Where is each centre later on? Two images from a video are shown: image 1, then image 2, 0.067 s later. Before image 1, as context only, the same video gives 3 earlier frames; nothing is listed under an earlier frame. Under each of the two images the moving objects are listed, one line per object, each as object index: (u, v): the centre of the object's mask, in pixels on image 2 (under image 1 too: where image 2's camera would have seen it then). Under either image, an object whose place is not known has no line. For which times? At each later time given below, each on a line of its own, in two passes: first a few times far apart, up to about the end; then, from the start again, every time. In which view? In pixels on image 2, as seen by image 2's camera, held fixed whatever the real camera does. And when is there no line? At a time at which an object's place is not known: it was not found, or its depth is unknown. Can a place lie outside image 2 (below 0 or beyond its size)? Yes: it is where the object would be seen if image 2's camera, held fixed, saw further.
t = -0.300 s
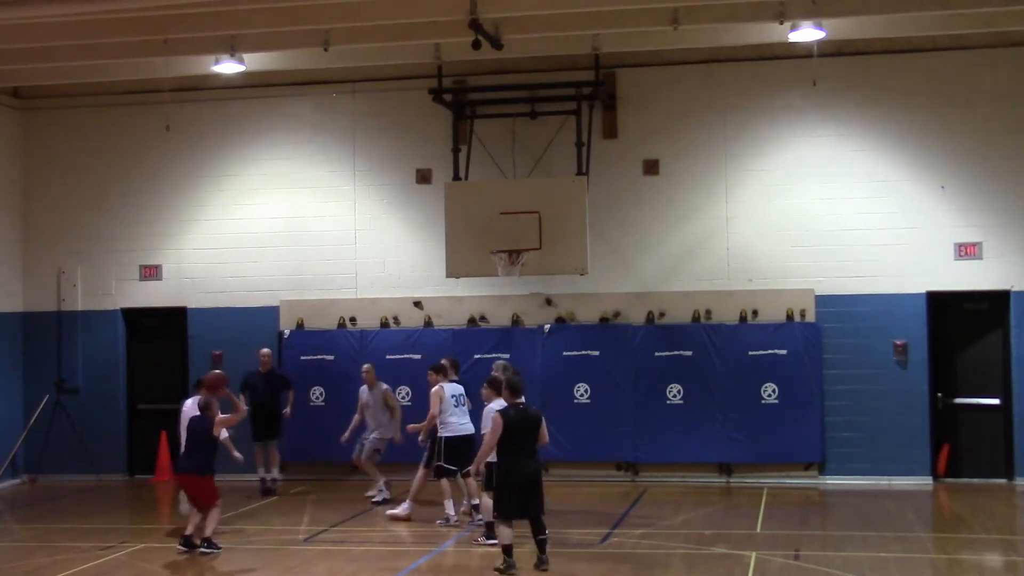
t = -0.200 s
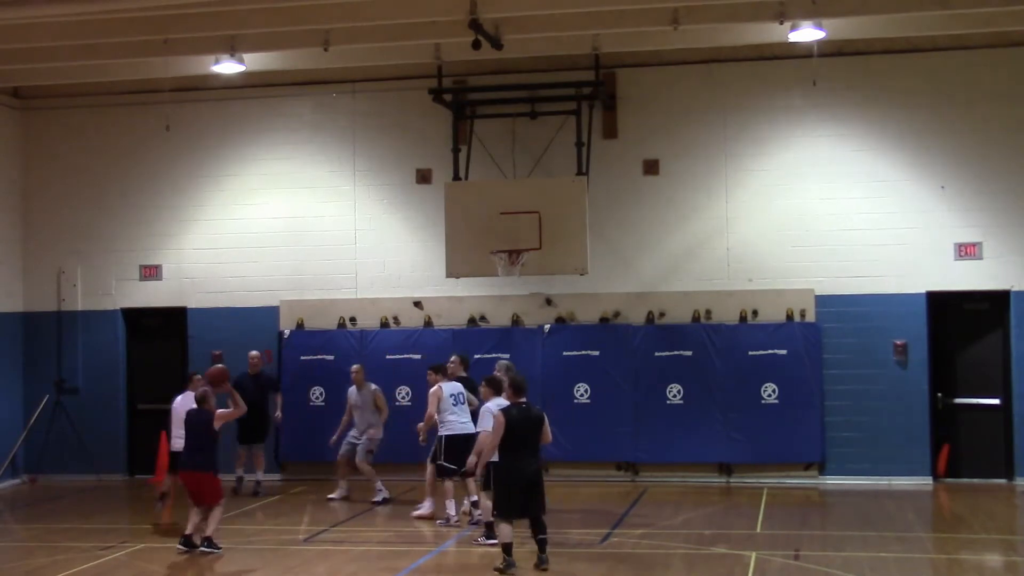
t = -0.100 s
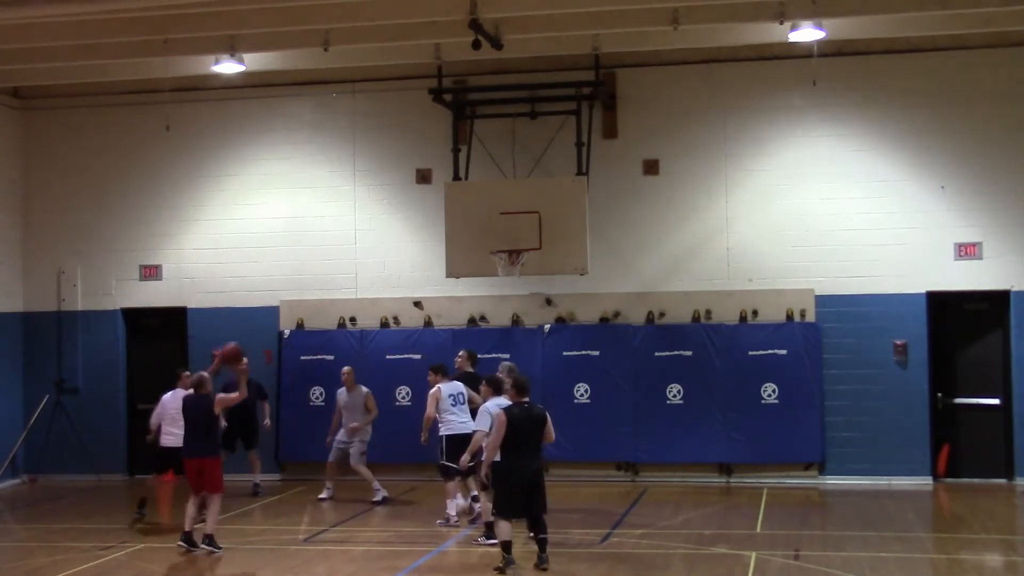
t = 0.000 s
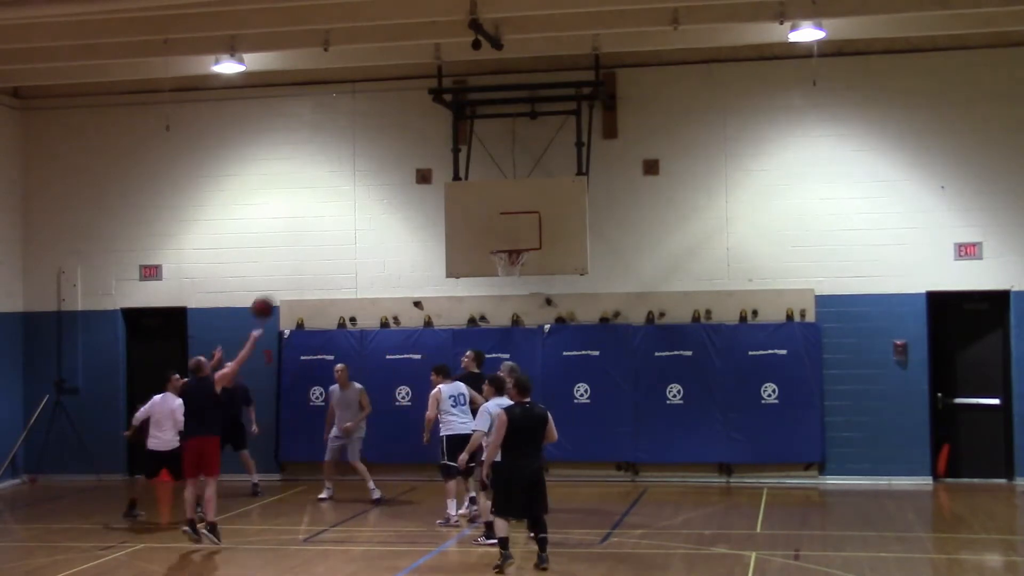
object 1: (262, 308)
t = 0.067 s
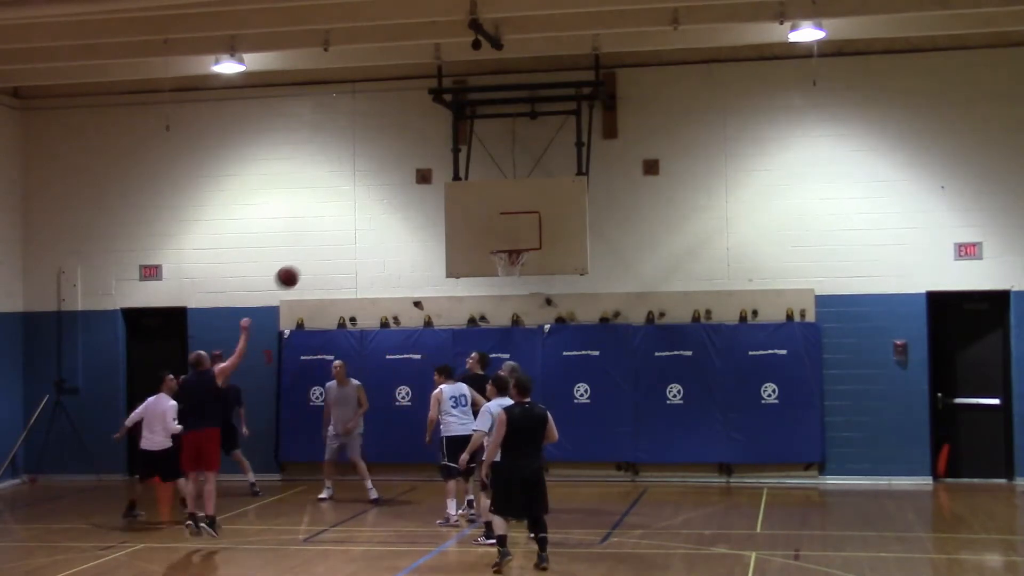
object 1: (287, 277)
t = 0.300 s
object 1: (365, 210)
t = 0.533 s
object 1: (435, 196)
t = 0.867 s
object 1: (517, 251)
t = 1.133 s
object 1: (502, 271)
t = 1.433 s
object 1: (530, 328)
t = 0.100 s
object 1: (299, 264)
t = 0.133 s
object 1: (310, 252)
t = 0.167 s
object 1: (322, 242)
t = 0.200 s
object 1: (333, 232)
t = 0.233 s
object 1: (344, 224)
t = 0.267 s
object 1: (355, 216)
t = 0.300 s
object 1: (365, 210)
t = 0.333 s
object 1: (376, 205)
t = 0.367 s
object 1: (386, 201)
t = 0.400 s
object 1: (396, 198)
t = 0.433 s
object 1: (406, 196)
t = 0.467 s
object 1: (416, 195)
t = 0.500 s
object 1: (425, 195)
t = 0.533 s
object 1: (435, 196)
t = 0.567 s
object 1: (444, 198)
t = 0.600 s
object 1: (453, 201)
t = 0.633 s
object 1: (462, 205)
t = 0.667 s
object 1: (470, 209)
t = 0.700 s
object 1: (479, 215)
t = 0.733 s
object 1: (488, 221)
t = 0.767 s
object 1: (497, 227)
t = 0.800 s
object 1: (505, 235)
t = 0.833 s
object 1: (514, 244)
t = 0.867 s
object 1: (517, 251)
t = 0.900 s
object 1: (510, 257)
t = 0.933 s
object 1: (505, 260)
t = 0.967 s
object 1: (495, 264)
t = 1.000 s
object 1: (494, 264)
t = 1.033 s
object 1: (494, 264)
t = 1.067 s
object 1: (496, 265)
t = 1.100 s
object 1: (499, 267)
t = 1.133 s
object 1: (502, 271)
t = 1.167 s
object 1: (505, 273)
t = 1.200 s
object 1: (508, 277)
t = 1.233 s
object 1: (511, 281)
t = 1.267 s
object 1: (514, 286)
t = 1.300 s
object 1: (517, 292)
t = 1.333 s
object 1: (521, 300)
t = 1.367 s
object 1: (524, 308)
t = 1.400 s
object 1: (528, 317)
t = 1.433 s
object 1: (530, 328)
